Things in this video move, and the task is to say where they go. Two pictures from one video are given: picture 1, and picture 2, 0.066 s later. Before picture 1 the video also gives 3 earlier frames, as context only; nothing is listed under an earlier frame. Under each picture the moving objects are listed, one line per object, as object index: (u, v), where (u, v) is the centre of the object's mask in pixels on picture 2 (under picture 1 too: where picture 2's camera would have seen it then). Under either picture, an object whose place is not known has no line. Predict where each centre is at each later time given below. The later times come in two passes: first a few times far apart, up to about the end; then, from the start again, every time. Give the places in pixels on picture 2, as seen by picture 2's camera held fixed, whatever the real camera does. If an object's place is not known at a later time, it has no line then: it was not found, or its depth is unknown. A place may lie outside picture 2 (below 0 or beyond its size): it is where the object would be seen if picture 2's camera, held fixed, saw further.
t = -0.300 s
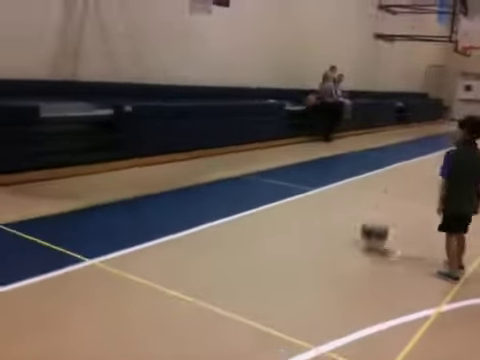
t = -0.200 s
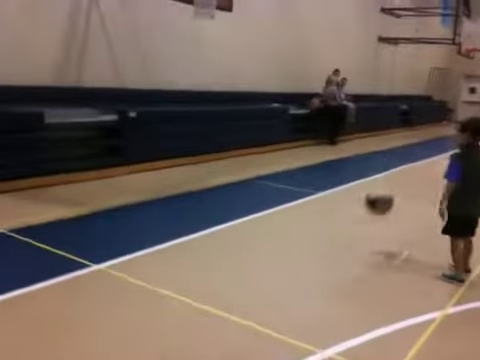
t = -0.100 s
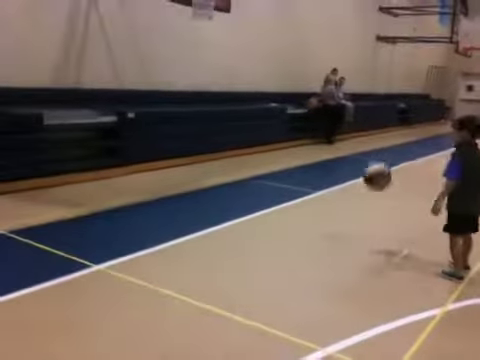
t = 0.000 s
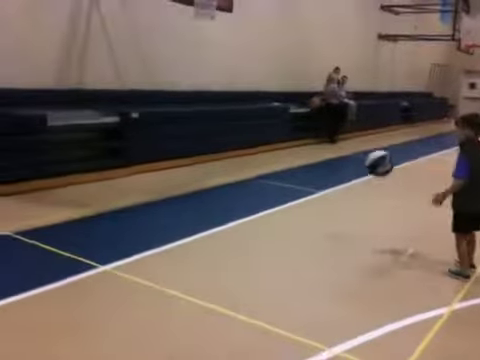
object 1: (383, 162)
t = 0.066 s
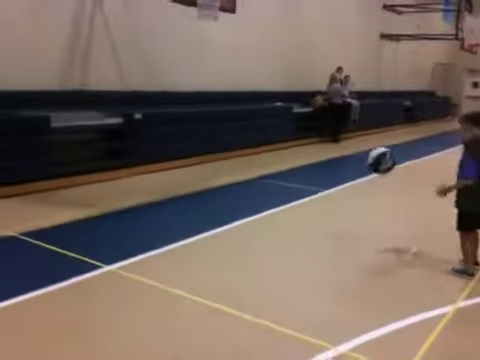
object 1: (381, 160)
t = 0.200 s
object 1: (376, 171)
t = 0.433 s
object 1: (365, 237)
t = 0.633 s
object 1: (360, 192)
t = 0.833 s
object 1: (353, 187)
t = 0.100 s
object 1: (379, 161)
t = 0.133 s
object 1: (379, 163)
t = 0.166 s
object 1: (377, 166)
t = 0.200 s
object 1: (376, 171)
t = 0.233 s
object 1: (374, 177)
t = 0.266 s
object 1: (373, 183)
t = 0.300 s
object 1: (373, 192)
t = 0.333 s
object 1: (371, 203)
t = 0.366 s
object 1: (370, 214)
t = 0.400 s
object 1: (368, 226)
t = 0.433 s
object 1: (365, 237)
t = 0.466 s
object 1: (365, 227)
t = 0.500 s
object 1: (364, 218)
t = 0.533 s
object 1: (363, 209)
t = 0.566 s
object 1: (362, 203)
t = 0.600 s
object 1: (361, 197)
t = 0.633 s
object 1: (360, 192)
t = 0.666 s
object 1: (359, 187)
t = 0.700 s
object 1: (358, 184)
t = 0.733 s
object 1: (358, 184)
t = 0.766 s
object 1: (357, 184)
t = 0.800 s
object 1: (355, 185)
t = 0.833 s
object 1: (353, 187)
